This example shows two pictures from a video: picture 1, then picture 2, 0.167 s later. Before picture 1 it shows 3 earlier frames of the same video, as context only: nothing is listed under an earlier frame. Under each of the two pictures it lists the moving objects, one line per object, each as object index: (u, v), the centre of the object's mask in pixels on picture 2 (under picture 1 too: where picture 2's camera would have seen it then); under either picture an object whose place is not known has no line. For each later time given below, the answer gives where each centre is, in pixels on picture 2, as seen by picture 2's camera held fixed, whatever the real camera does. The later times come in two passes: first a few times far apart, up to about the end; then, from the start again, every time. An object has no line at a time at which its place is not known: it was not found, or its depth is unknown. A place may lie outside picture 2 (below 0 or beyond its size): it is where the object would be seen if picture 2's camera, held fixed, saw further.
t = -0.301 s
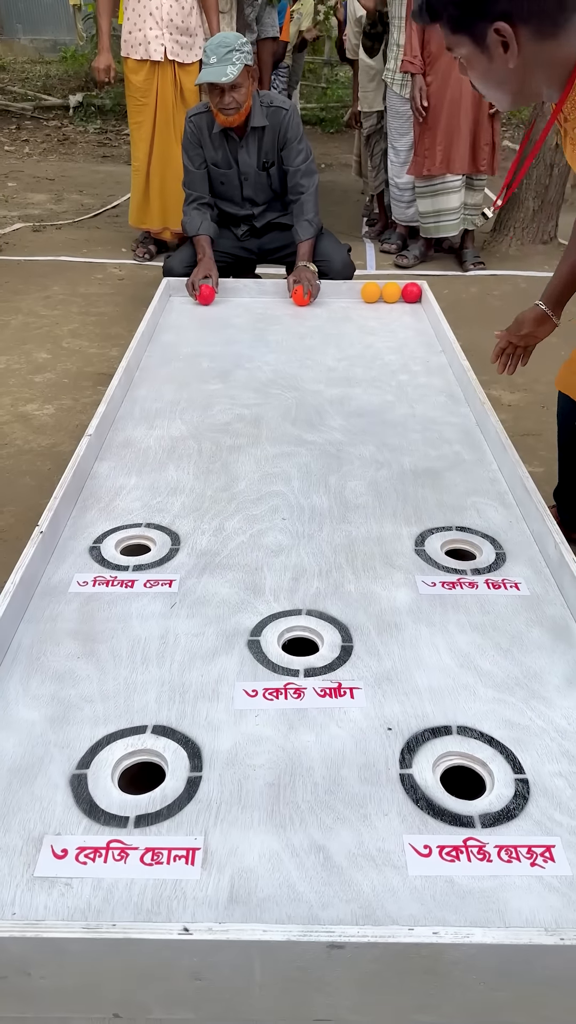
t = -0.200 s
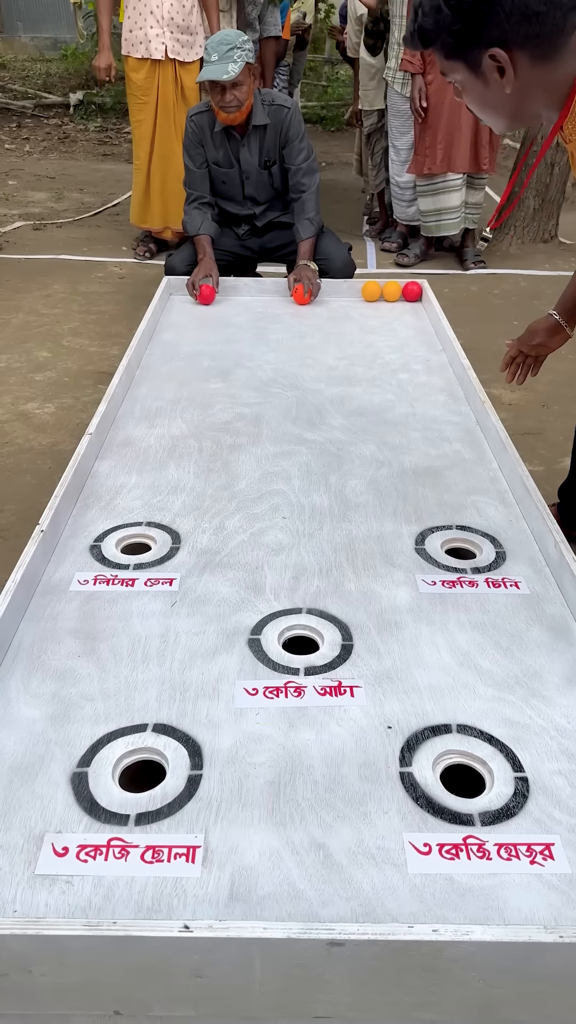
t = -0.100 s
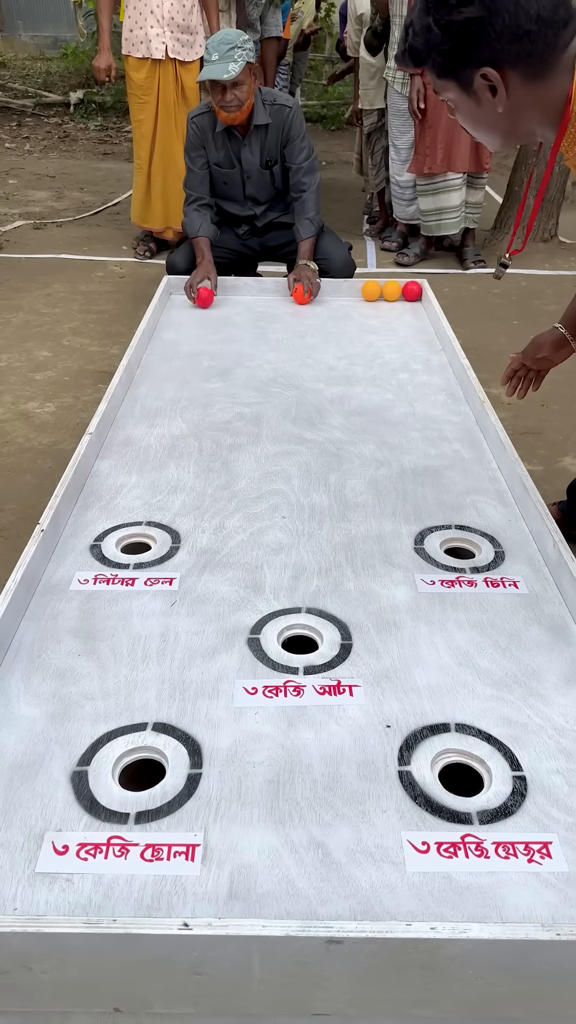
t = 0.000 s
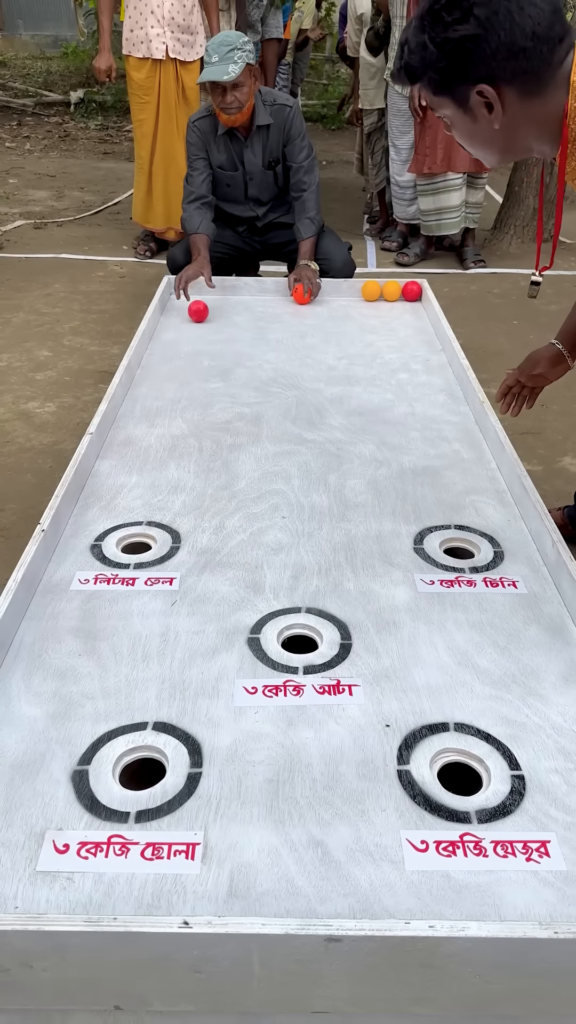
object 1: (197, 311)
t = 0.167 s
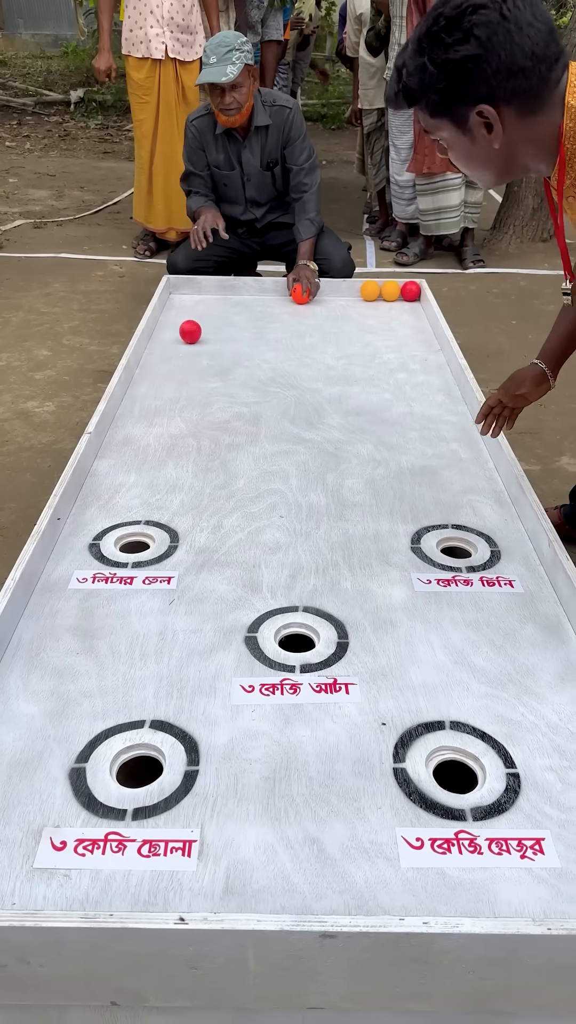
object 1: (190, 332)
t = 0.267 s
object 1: (187, 344)
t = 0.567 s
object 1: (175, 386)
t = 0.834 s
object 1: (166, 429)
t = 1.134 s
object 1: (159, 483)
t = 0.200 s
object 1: (189, 336)
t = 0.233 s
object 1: (188, 340)
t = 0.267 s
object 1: (187, 344)
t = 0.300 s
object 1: (185, 349)
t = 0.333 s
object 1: (184, 353)
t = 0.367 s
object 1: (183, 358)
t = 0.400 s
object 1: (181, 362)
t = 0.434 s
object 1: (180, 367)
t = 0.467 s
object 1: (179, 372)
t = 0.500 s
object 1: (178, 376)
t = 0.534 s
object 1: (177, 381)
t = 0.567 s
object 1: (175, 386)
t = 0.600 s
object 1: (174, 391)
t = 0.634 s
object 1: (173, 396)
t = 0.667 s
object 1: (171, 401)
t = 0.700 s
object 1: (170, 407)
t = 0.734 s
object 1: (169, 412)
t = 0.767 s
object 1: (168, 417)
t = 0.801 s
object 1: (167, 423)
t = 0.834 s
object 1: (166, 429)
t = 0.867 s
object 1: (165, 434)
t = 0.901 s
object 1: (164, 440)
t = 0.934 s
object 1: (163, 446)
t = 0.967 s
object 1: (162, 452)
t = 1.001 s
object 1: (162, 458)
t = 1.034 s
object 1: (161, 464)
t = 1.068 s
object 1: (160, 470)
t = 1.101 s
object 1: (160, 477)
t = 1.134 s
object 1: (159, 483)
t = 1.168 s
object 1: (159, 490)
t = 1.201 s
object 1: (158, 497)
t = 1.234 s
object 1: (158, 504)
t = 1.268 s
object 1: (158, 511)
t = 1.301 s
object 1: (158, 518)
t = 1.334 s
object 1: (158, 525)
